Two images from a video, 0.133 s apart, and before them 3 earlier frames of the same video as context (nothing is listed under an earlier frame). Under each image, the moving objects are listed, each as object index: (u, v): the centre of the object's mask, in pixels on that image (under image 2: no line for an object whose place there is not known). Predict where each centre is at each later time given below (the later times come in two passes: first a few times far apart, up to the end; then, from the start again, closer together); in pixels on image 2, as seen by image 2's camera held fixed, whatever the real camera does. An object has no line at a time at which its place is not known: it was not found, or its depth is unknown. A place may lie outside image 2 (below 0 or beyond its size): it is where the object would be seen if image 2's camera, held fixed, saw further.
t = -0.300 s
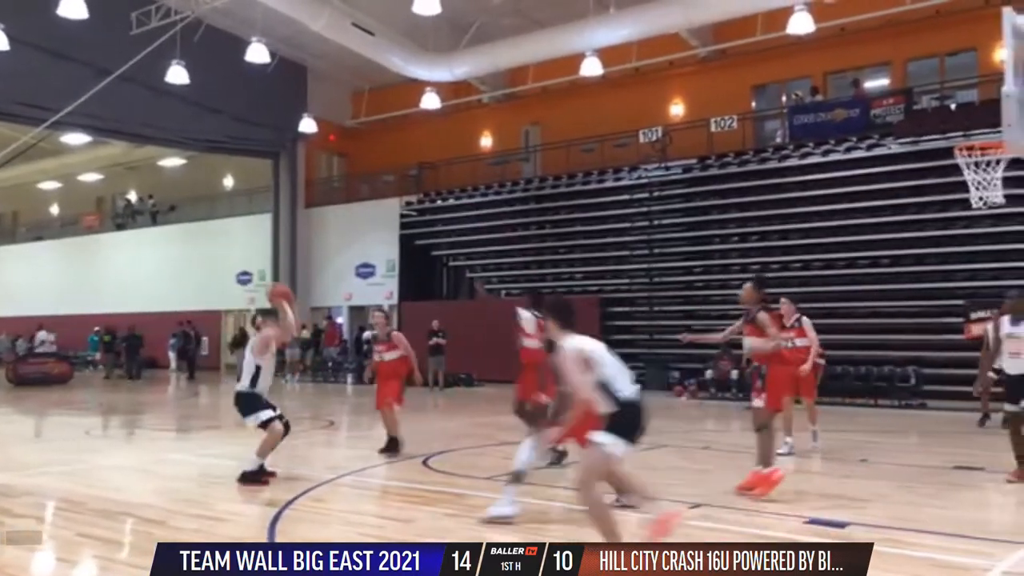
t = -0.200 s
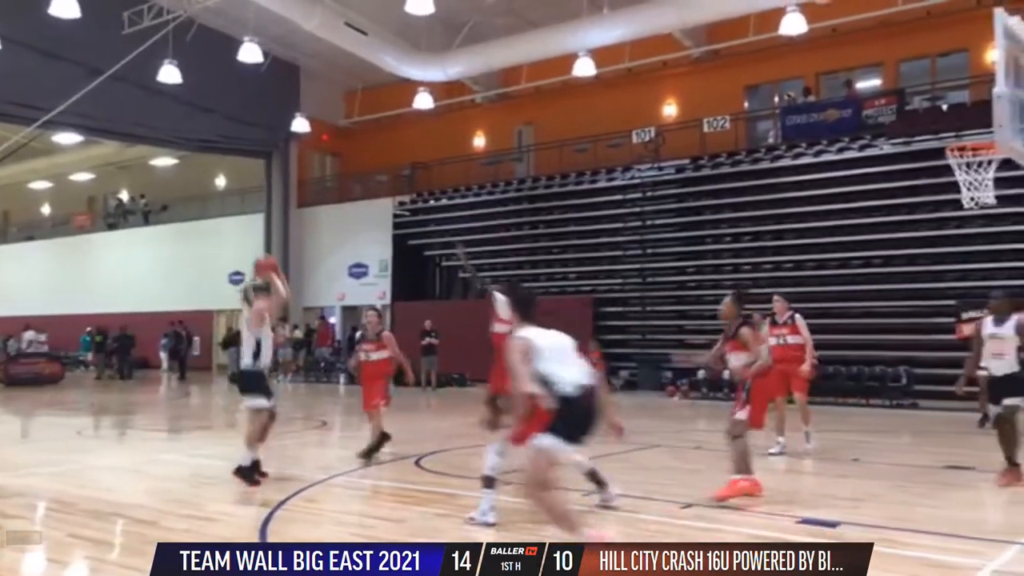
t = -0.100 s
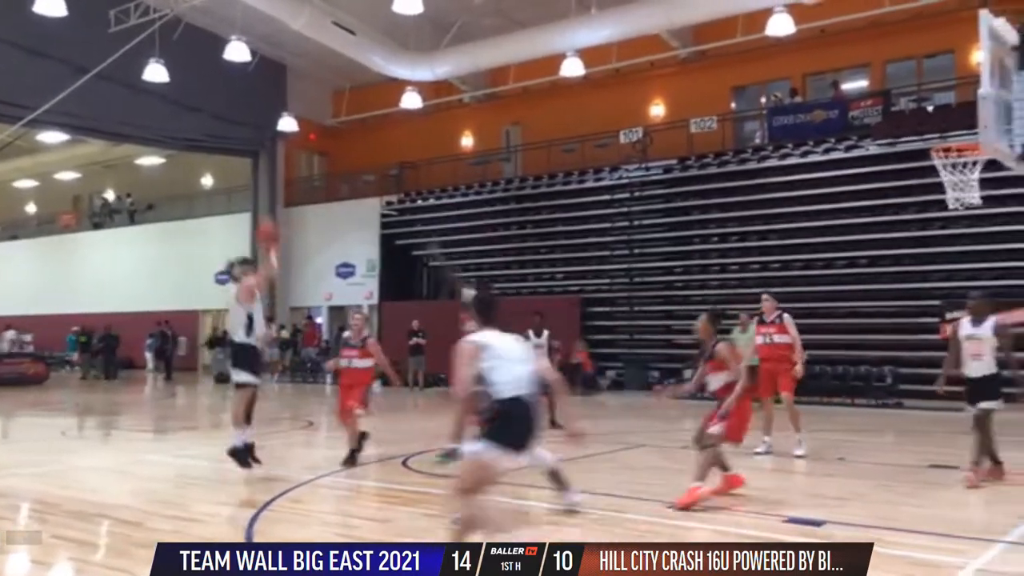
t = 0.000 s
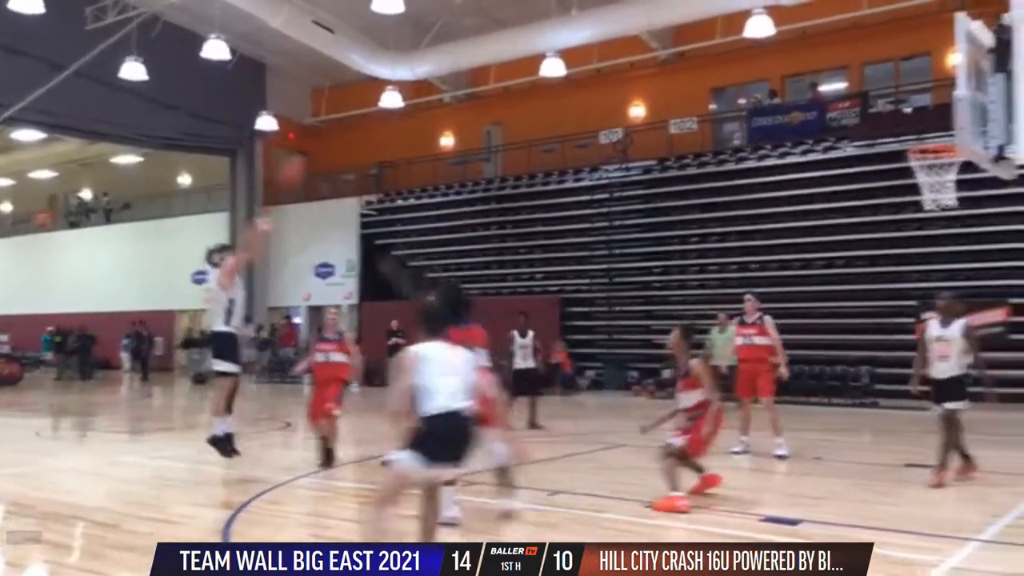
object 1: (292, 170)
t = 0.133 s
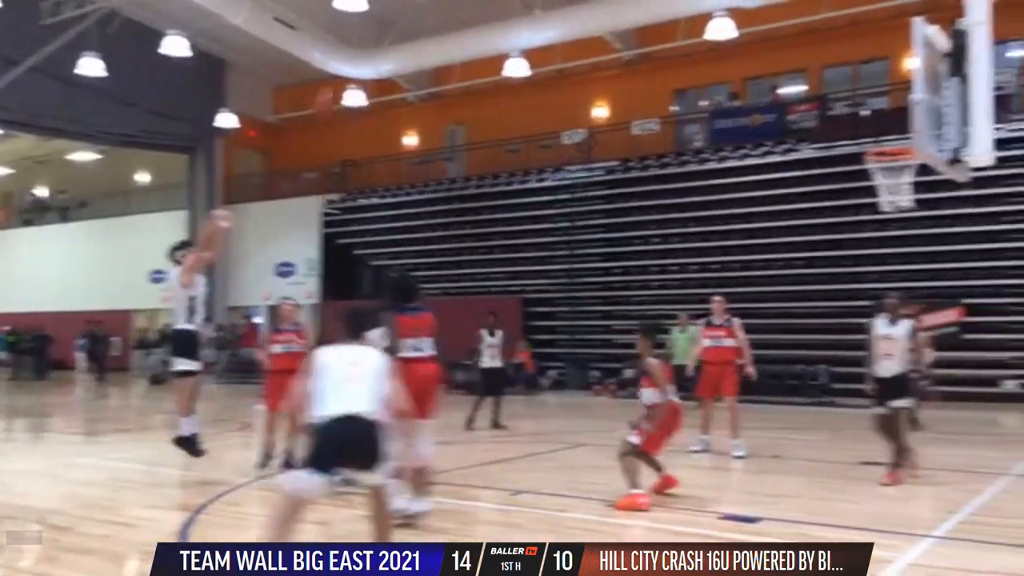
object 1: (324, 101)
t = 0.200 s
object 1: (361, 78)
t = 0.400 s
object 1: (473, 16)
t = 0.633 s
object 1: (604, 4)
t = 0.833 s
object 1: (716, 23)
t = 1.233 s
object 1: (909, 168)
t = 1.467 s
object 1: (891, 185)
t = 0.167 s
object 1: (345, 86)
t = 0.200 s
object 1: (361, 78)
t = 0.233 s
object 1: (381, 65)
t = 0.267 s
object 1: (401, 50)
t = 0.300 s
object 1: (419, 41)
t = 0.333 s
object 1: (437, 31)
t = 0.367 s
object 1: (456, 23)
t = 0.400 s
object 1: (473, 16)
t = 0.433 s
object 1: (492, 12)
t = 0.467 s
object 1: (512, 9)
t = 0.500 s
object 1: (530, 7)
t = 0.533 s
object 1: (549, 6)
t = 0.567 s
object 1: (566, 5)
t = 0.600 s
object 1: (585, 4)
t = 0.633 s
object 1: (604, 4)
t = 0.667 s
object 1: (623, 4)
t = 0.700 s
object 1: (641, 5)
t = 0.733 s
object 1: (660, 8)
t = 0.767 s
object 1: (678, 10)
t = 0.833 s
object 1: (716, 23)
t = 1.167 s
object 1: (903, 161)
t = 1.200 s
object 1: (908, 169)
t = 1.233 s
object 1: (909, 168)
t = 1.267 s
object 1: (903, 171)
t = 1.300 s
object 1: (905, 172)
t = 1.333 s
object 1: (901, 174)
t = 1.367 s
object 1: (898, 175)
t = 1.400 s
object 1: (892, 180)
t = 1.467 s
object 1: (891, 185)
